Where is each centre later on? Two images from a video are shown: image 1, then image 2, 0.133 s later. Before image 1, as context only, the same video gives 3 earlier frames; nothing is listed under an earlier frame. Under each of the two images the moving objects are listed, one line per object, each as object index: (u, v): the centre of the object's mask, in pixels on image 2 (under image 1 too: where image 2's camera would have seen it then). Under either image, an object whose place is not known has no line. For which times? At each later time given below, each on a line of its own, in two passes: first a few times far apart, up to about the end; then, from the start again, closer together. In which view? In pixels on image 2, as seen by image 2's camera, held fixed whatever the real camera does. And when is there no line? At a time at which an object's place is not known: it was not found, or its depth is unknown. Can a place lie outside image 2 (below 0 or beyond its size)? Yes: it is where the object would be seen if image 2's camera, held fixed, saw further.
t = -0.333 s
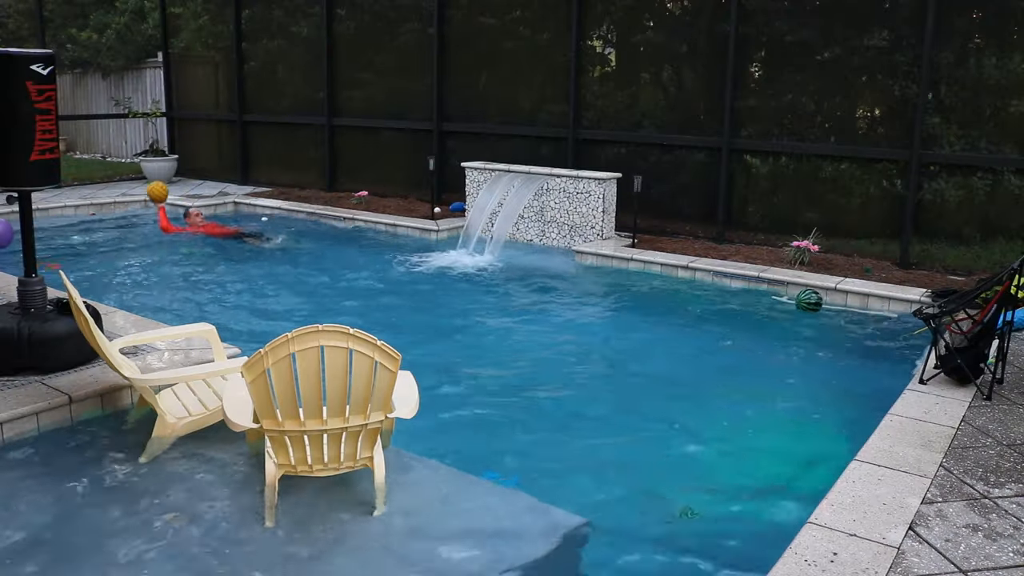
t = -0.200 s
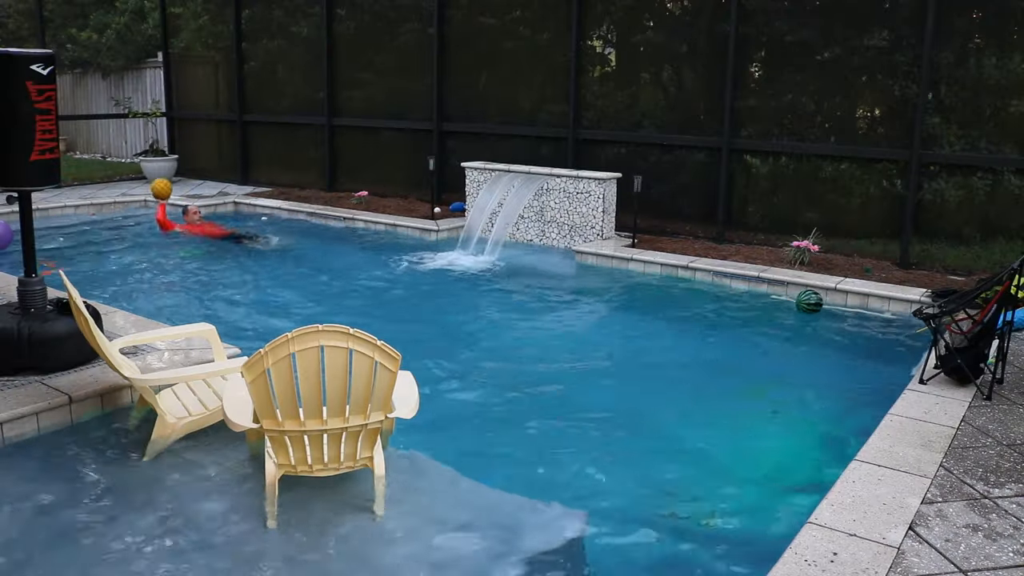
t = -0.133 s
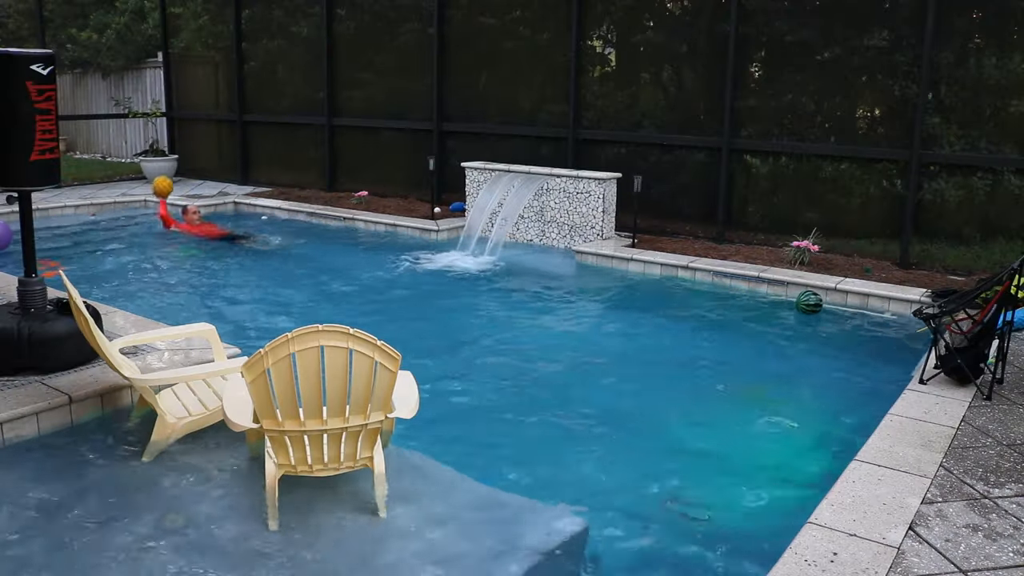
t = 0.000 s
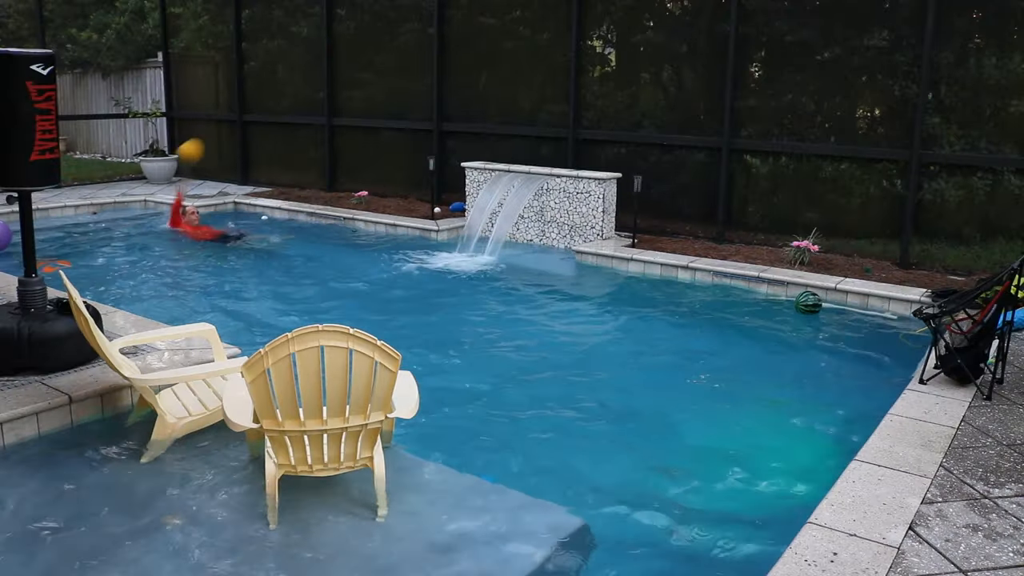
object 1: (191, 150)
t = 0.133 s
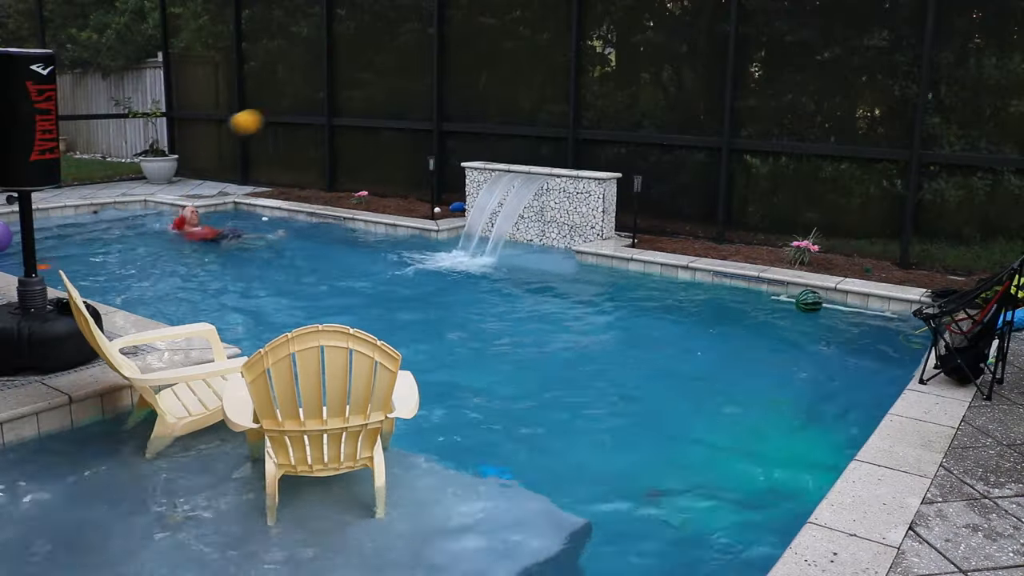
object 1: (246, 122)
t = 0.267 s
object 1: (316, 105)
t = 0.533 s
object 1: (512, 135)
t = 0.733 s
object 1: (730, 247)
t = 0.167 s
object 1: (263, 116)
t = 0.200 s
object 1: (279, 111)
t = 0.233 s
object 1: (297, 108)
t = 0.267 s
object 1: (316, 105)
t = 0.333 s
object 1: (356, 102)
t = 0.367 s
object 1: (378, 103)
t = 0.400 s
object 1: (402, 106)
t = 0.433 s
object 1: (427, 111)
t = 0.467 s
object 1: (453, 117)
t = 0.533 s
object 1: (512, 135)
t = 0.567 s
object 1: (544, 147)
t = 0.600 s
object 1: (576, 159)
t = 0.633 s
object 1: (618, 180)
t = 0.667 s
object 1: (652, 202)
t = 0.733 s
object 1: (730, 247)
